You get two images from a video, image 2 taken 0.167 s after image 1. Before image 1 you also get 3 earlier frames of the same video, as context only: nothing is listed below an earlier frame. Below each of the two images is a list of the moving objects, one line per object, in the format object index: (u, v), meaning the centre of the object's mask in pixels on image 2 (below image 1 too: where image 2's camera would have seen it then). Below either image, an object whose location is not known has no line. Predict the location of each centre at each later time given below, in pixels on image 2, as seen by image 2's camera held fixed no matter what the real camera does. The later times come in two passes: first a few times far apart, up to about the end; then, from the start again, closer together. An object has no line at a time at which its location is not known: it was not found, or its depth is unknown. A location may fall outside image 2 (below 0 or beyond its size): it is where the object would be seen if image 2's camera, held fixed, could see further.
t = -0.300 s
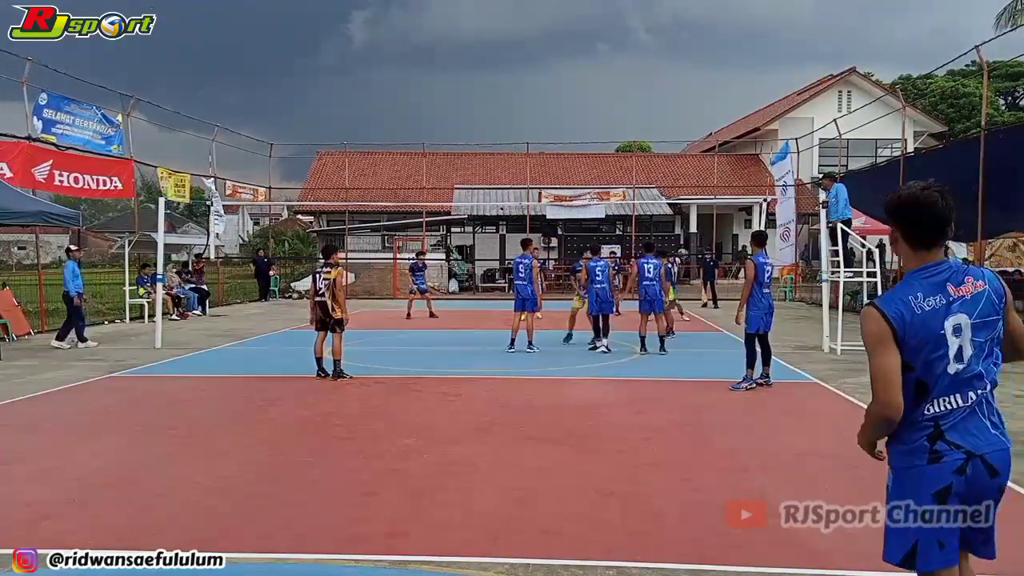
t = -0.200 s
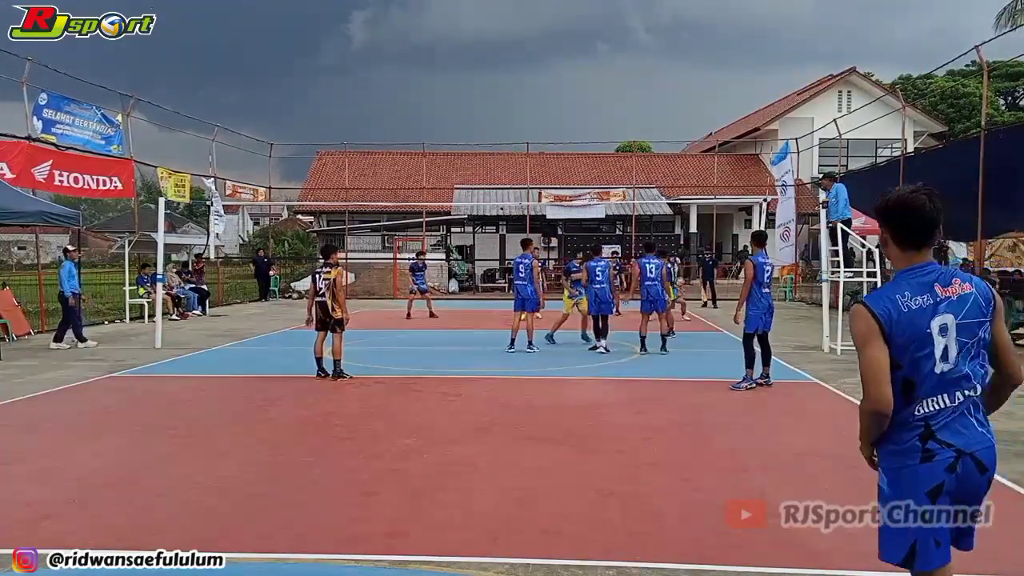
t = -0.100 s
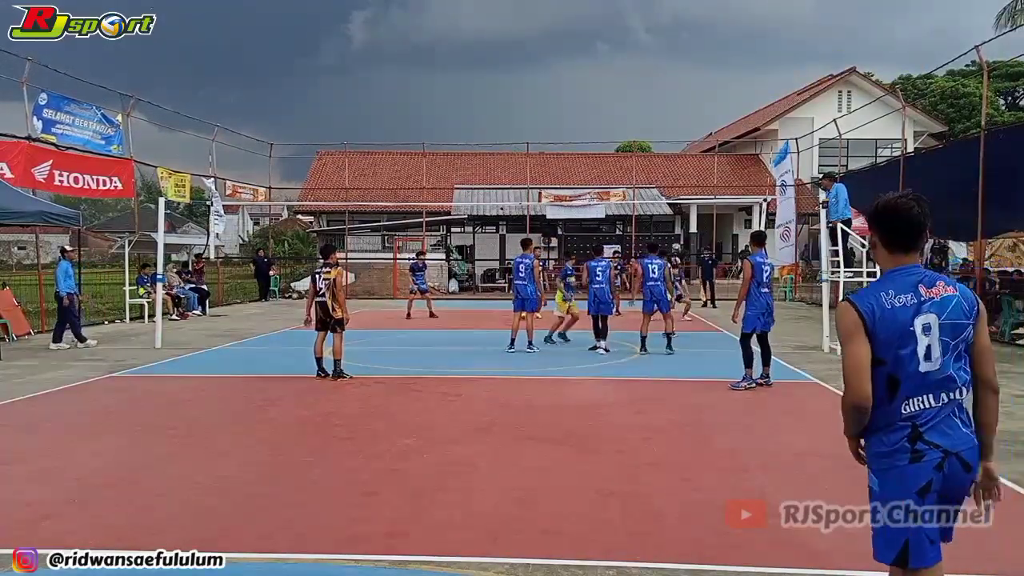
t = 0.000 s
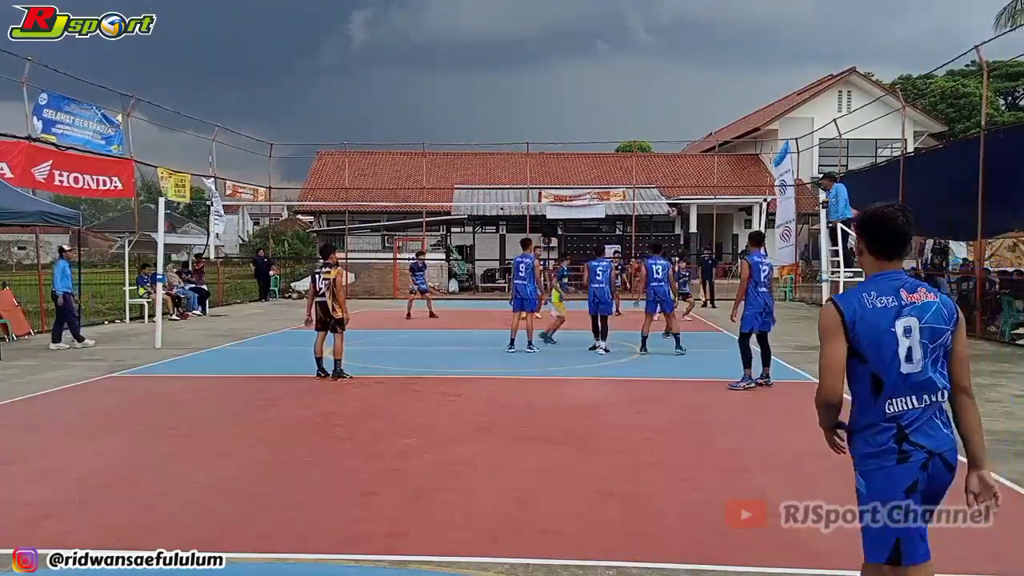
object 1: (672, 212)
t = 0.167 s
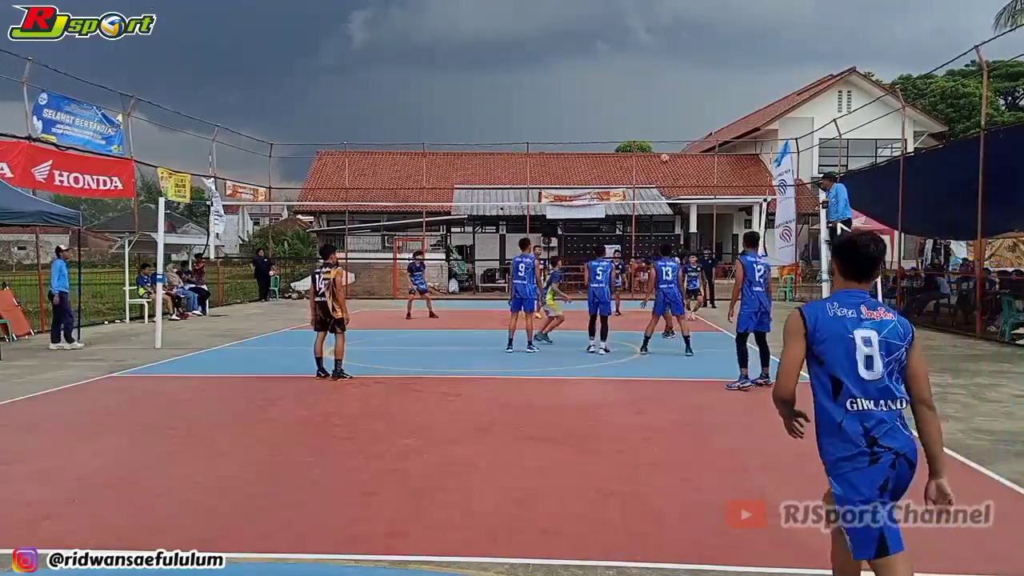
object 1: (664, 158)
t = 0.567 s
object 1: (640, 75)
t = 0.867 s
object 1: (620, 59)
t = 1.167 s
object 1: (596, 84)
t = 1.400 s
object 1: (573, 142)
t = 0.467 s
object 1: (646, 90)
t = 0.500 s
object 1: (644, 84)
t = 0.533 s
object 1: (641, 79)
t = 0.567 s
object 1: (640, 75)
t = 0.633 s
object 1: (637, 70)
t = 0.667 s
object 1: (635, 68)
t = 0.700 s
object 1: (633, 65)
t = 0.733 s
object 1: (630, 63)
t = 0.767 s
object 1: (628, 60)
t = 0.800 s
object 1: (626, 60)
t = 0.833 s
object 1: (623, 58)
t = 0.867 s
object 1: (620, 59)
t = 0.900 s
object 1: (618, 59)
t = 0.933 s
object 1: (615, 60)
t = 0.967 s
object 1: (613, 62)
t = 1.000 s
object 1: (610, 64)
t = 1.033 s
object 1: (607, 67)
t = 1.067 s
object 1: (604, 71)
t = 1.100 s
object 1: (601, 75)
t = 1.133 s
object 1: (598, 79)
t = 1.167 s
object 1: (596, 84)
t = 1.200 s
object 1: (592, 91)
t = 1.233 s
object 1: (589, 98)
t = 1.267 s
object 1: (586, 105)
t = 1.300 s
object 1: (583, 113)
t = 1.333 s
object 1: (580, 122)
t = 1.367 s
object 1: (577, 132)
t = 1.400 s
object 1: (573, 142)
